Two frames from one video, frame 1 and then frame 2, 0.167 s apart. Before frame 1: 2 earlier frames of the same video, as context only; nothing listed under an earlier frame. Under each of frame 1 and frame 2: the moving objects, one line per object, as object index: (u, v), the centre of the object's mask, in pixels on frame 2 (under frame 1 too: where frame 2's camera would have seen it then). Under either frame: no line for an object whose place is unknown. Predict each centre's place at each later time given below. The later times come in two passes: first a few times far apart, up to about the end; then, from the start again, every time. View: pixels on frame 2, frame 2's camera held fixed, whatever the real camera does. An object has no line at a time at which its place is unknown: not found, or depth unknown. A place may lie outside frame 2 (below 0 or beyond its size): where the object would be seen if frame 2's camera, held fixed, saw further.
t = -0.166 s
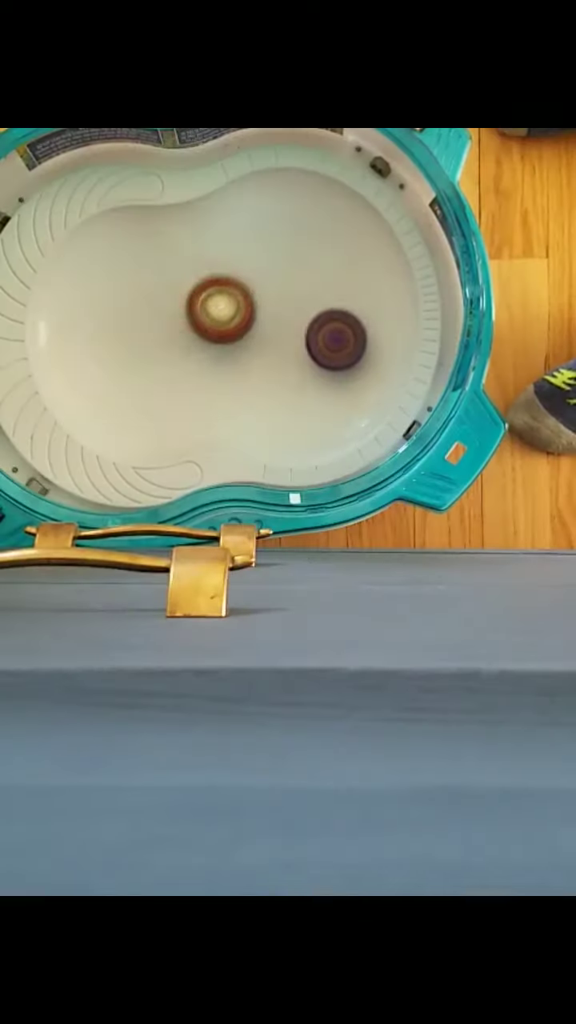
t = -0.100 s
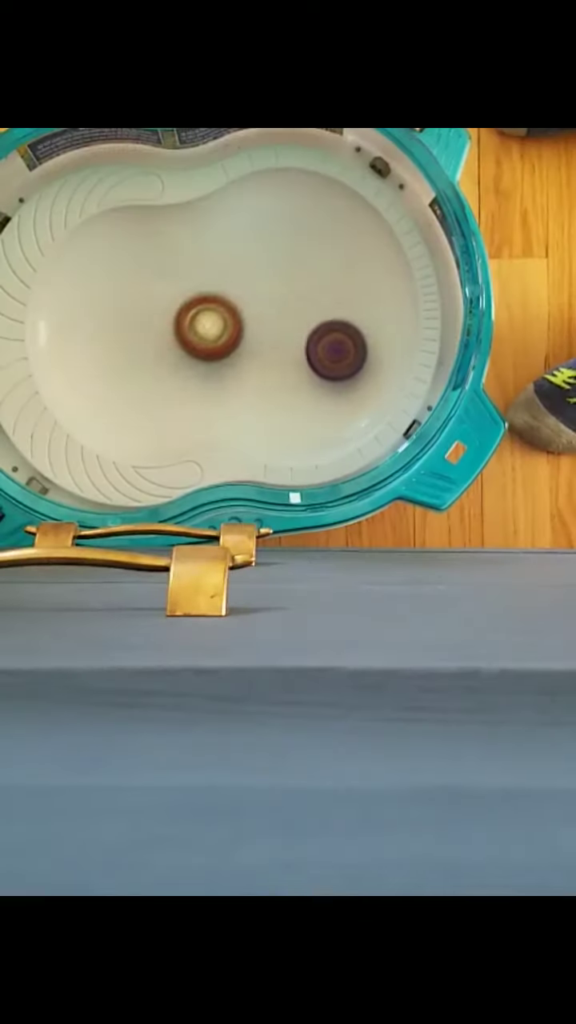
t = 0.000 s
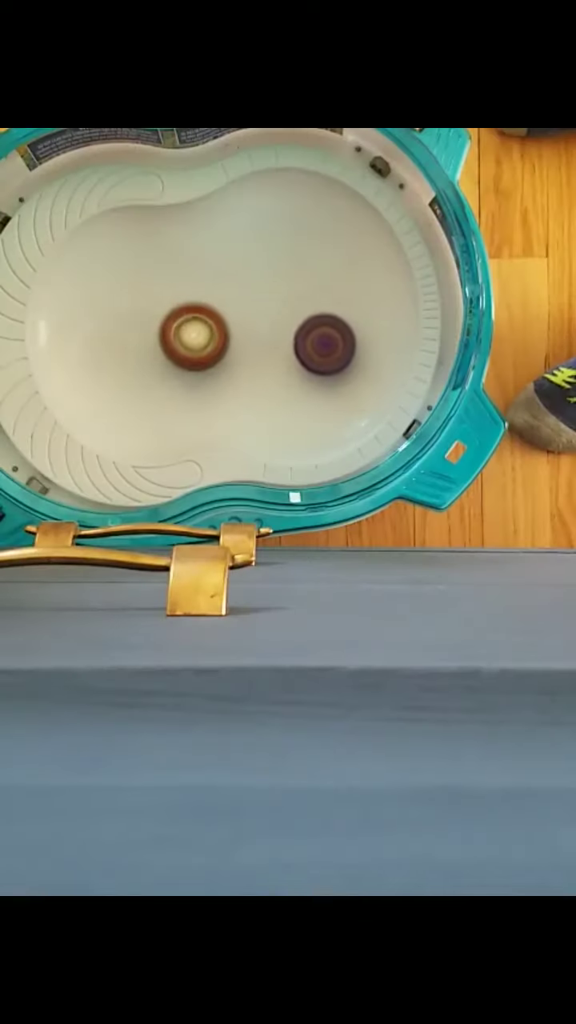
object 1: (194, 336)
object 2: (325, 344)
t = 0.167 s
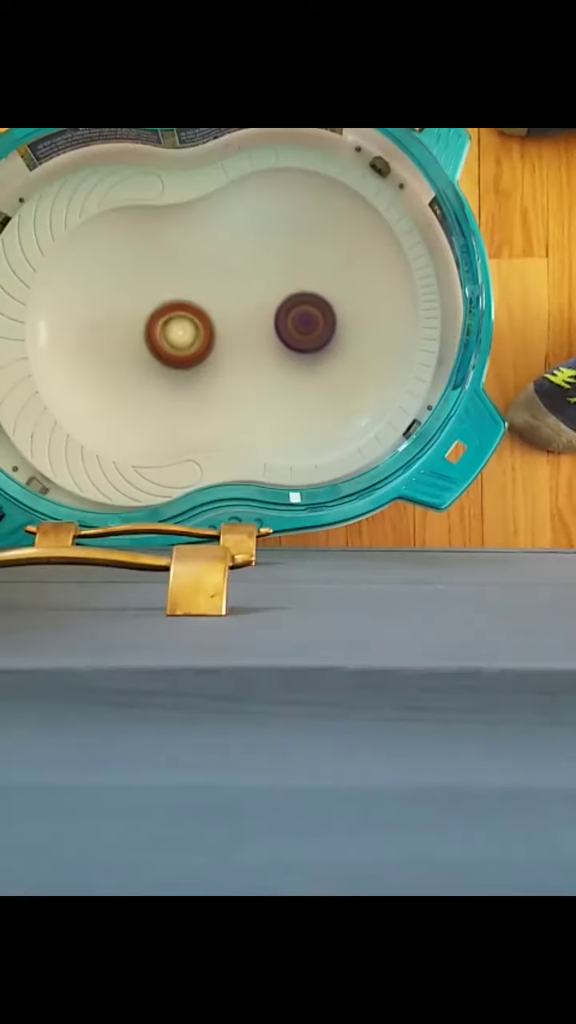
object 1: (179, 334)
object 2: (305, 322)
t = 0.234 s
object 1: (174, 329)
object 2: (298, 317)
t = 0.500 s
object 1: (157, 304)
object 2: (289, 315)
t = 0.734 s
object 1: (147, 294)
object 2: (290, 316)
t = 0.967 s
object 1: (148, 298)
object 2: (290, 316)
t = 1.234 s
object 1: (172, 313)
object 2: (292, 317)
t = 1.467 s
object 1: (205, 333)
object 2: (292, 316)
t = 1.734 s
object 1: (242, 357)
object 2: (292, 316)
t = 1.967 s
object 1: (248, 365)
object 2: (312, 295)
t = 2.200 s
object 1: (222, 375)
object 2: (363, 237)
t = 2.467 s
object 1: (167, 350)
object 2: (261, 303)
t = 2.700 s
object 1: (124, 328)
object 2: (240, 348)
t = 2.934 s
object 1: (117, 323)
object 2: (259, 364)
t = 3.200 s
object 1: (152, 326)
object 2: (281, 363)
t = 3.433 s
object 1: (189, 321)
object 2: (283, 348)
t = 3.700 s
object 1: (170, 284)
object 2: (369, 376)
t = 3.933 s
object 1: (164, 302)
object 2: (320, 307)
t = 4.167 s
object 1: (167, 322)
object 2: (277, 292)
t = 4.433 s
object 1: (168, 343)
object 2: (271, 301)
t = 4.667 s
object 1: (163, 356)
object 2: (274, 306)
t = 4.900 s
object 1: (153, 358)
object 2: (281, 306)
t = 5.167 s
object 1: (146, 346)
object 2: (290, 311)
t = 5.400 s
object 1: (148, 335)
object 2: (293, 314)
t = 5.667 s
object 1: (160, 330)
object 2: (293, 318)
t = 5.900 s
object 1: (172, 335)
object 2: (291, 321)
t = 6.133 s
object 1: (184, 347)
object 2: (289, 321)
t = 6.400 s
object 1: (193, 362)
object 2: (288, 321)
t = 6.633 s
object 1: (200, 368)
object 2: (289, 318)
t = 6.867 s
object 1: (210, 364)
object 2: (288, 315)
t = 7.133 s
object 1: (219, 353)
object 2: (288, 314)
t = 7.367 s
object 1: (230, 346)
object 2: (291, 313)
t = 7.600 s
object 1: (231, 332)
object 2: (303, 310)
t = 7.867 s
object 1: (220, 307)
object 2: (334, 321)
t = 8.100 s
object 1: (213, 307)
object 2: (315, 323)
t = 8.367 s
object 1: (212, 309)
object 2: (299, 334)
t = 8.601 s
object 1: (215, 316)
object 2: (286, 340)
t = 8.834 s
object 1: (191, 306)
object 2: (302, 356)
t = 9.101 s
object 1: (198, 320)
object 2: (294, 334)
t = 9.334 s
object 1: (212, 330)
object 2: (295, 312)
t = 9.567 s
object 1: (224, 329)
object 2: (301, 297)
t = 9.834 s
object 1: (234, 320)
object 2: (317, 296)
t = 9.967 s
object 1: (212, 315)
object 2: (336, 310)
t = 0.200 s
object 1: (177, 331)
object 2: (301, 319)
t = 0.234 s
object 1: (174, 329)
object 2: (298, 317)
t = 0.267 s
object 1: (172, 326)
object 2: (296, 316)
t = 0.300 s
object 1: (169, 323)
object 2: (294, 316)
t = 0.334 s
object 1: (167, 319)
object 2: (292, 315)
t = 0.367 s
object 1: (165, 316)
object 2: (291, 315)
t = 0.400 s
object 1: (163, 312)
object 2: (290, 315)
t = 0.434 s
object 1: (161, 310)
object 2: (290, 315)
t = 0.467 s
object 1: (159, 307)
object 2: (290, 315)
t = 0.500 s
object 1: (157, 304)
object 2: (289, 315)
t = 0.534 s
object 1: (155, 301)
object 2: (289, 315)
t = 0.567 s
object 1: (154, 299)
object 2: (289, 315)
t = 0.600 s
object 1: (152, 297)
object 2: (289, 315)
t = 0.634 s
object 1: (151, 296)
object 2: (289, 315)
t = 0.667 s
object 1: (149, 295)
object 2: (290, 315)
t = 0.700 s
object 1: (148, 294)
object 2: (290, 316)
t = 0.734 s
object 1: (147, 294)
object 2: (290, 316)
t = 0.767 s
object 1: (146, 294)
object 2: (290, 316)
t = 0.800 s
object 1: (145, 294)
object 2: (290, 316)
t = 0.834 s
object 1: (145, 294)
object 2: (290, 316)
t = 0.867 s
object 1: (145, 295)
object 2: (290, 316)
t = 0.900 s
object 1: (146, 296)
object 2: (290, 316)
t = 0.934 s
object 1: (146, 297)
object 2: (290, 316)
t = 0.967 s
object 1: (148, 298)
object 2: (290, 316)
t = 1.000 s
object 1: (149, 299)
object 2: (290, 316)
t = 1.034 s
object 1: (151, 300)
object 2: (290, 316)
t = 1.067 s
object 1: (154, 302)
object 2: (291, 316)
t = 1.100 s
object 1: (157, 304)
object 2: (291, 317)
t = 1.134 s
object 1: (160, 306)
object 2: (291, 317)
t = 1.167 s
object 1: (164, 308)
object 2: (291, 317)
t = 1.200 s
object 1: (168, 310)
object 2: (292, 317)
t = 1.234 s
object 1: (172, 313)
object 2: (292, 317)
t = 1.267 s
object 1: (176, 316)
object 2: (292, 316)
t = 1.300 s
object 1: (181, 319)
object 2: (292, 316)
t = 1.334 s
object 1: (186, 322)
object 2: (292, 316)
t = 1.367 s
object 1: (190, 325)
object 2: (292, 316)
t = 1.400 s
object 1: (195, 327)
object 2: (292, 316)
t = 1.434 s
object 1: (200, 330)
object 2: (292, 316)
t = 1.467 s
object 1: (205, 333)
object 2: (292, 316)
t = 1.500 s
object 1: (210, 336)
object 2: (292, 316)
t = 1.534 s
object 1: (215, 338)
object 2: (292, 316)
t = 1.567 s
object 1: (219, 341)
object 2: (292, 316)
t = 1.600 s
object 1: (224, 344)
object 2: (292, 316)
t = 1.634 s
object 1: (229, 347)
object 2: (292, 316)
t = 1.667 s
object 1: (233, 351)
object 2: (292, 316)
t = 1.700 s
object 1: (238, 354)
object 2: (292, 316)
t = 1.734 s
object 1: (242, 357)
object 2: (292, 316)
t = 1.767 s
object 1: (241, 363)
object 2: (299, 312)
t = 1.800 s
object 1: (238, 368)
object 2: (308, 307)
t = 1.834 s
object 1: (239, 371)
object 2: (314, 303)
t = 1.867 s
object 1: (239, 372)
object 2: (316, 300)
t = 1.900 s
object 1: (242, 371)
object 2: (316, 298)
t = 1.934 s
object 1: (245, 368)
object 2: (315, 297)
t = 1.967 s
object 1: (248, 365)
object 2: (312, 295)
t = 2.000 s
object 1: (254, 360)
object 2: (310, 295)
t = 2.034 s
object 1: (259, 354)
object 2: (309, 294)
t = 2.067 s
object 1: (265, 349)
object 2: (307, 294)
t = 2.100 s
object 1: (257, 354)
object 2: (322, 282)
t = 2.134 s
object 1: (244, 364)
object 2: (346, 261)
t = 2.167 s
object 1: (231, 371)
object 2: (364, 244)
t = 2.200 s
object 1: (222, 375)
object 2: (363, 237)
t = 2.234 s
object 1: (212, 376)
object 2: (361, 233)
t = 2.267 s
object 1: (205, 375)
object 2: (357, 234)
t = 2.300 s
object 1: (198, 373)
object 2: (340, 243)
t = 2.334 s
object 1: (191, 369)
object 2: (322, 254)
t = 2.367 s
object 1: (184, 364)
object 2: (304, 266)
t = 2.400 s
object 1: (178, 359)
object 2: (287, 278)
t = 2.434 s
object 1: (173, 354)
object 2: (272, 291)
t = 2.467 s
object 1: (167, 350)
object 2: (261, 303)
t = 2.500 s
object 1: (161, 346)
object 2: (252, 314)
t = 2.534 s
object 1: (154, 343)
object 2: (245, 323)
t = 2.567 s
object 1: (148, 339)
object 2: (241, 331)
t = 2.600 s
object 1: (141, 336)
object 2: (239, 336)
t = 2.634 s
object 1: (135, 333)
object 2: (239, 341)
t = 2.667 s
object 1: (129, 330)
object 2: (239, 345)
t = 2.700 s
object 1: (124, 328)
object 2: (240, 348)
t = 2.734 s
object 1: (120, 326)
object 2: (242, 351)
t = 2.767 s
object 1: (116, 325)
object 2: (244, 354)
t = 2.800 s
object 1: (114, 323)
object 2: (247, 356)
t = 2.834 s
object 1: (114, 323)
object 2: (250, 359)
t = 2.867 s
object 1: (114, 323)
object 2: (253, 361)
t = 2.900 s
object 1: (115, 323)
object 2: (256, 363)
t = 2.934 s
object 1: (117, 323)
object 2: (259, 364)
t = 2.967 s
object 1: (121, 323)
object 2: (262, 365)
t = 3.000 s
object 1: (124, 324)
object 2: (265, 366)
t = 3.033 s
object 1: (129, 325)
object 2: (268, 367)
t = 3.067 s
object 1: (133, 326)
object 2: (272, 367)
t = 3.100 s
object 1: (138, 327)
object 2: (275, 367)
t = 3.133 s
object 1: (142, 328)
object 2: (277, 366)
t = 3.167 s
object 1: (147, 327)
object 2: (279, 364)
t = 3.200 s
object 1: (152, 326)
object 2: (281, 363)
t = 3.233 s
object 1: (156, 326)
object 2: (282, 360)
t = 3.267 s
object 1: (160, 325)
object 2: (282, 358)
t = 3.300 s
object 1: (165, 324)
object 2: (283, 356)
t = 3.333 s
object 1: (170, 324)
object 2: (284, 354)
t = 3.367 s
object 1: (176, 322)
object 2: (284, 352)
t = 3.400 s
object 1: (182, 321)
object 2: (284, 350)
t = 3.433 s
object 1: (189, 321)
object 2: (283, 348)
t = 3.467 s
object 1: (196, 320)
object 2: (283, 346)
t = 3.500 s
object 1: (205, 319)
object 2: (283, 344)
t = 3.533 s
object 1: (214, 321)
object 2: (282, 342)
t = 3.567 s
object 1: (209, 314)
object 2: (294, 348)
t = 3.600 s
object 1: (196, 302)
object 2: (319, 361)
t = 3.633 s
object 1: (185, 293)
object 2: (342, 370)
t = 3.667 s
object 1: (175, 288)
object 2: (358, 375)
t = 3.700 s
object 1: (170, 284)
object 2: (369, 376)
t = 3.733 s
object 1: (169, 284)
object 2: (374, 372)
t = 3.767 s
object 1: (166, 285)
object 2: (371, 362)
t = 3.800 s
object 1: (165, 289)
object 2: (364, 352)
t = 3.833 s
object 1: (164, 291)
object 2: (355, 338)
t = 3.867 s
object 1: (164, 296)
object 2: (344, 327)
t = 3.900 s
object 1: (164, 298)
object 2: (333, 316)
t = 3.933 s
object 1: (164, 302)
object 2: (320, 307)
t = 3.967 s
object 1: (165, 304)
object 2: (310, 300)
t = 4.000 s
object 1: (166, 307)
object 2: (301, 295)
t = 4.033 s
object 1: (166, 310)
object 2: (292, 292)
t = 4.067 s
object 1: (165, 313)
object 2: (286, 291)
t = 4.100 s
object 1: (166, 316)
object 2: (283, 290)
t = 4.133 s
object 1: (168, 320)
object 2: (280, 293)
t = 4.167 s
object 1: (167, 322)
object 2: (277, 292)
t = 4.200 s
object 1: (168, 325)
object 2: (276, 293)
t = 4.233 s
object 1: (169, 329)
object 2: (275, 296)
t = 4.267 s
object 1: (169, 332)
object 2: (274, 297)
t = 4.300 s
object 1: (168, 333)
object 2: (272, 296)
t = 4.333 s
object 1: (168, 336)
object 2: (271, 298)
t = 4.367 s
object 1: (172, 340)
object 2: (275, 300)
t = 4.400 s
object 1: (168, 341)
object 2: (271, 300)
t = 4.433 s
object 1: (168, 343)
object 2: (271, 301)
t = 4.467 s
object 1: (168, 345)
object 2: (272, 303)
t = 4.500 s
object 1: (167, 347)
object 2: (272, 303)
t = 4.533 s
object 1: (167, 352)
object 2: (272, 306)
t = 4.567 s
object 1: (167, 353)
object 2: (273, 307)
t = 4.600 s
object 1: (165, 353)
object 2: (273, 305)
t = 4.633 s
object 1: (164, 355)
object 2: (273, 306)
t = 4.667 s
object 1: (163, 356)
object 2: (274, 306)
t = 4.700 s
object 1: (161, 358)
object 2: (275, 306)
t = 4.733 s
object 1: (160, 358)
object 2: (276, 306)
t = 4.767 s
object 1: (159, 359)
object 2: (277, 306)
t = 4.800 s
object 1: (157, 358)
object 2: (277, 305)
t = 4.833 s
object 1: (156, 358)
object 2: (279, 305)
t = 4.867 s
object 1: (155, 359)
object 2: (279, 306)
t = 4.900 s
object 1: (153, 358)
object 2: (281, 306)
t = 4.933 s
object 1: (152, 357)
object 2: (281, 306)
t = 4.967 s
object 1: (150, 355)
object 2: (282, 306)
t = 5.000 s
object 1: (150, 354)
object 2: (283, 306)
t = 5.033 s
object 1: (148, 353)
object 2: (285, 307)
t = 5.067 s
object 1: (148, 351)
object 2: (286, 308)
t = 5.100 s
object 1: (147, 350)
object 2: (288, 309)
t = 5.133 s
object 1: (147, 348)
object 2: (289, 310)
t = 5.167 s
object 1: (146, 346)
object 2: (290, 311)
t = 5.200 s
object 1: (146, 345)
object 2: (291, 312)
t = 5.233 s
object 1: (145, 343)
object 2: (291, 312)
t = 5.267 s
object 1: (146, 341)
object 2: (292, 312)
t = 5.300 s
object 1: (146, 340)
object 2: (293, 313)
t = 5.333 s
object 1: (146, 338)
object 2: (293, 314)
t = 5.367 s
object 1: (147, 336)
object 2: (293, 314)
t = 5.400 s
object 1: (148, 335)
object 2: (293, 314)
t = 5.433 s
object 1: (148, 334)
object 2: (293, 315)
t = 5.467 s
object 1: (149, 333)
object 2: (293, 314)
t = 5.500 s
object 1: (151, 332)
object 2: (293, 315)
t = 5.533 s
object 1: (152, 330)
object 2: (294, 315)
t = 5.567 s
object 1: (154, 330)
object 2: (294, 316)
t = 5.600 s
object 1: (156, 331)
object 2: (293, 317)
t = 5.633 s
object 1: (158, 329)
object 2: (293, 317)
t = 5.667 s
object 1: (160, 330)
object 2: (293, 318)
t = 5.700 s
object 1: (161, 330)
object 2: (292, 319)
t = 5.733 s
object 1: (163, 332)
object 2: (292, 320)
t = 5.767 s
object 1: (165, 332)
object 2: (292, 321)
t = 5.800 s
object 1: (167, 333)
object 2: (292, 322)
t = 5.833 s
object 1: (169, 333)
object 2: (292, 321)
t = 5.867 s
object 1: (170, 335)
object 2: (291, 322)
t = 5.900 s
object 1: (172, 335)
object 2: (291, 321)
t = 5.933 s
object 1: (175, 338)
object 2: (292, 322)
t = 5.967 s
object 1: (176, 339)
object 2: (291, 322)
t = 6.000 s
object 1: (177, 341)
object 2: (290, 322)
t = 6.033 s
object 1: (179, 341)
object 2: (290, 321)
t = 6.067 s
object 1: (181, 343)
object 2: (290, 321)
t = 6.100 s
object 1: (183, 345)
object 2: (290, 320)
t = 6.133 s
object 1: (184, 347)
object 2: (289, 321)
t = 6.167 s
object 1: (185, 350)
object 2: (289, 321)
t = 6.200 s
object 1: (186, 352)
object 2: (288, 321)
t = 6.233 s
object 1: (187, 353)
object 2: (288, 321)
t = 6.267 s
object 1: (188, 356)
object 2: (288, 321)
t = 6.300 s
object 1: (189, 357)
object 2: (288, 321)
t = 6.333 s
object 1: (190, 358)
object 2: (288, 320)
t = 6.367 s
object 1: (191, 360)
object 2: (288, 320)
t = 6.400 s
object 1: (193, 362)
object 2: (288, 321)
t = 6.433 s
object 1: (194, 364)
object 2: (289, 321)
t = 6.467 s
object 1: (195, 364)
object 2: (288, 319)
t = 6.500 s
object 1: (196, 365)
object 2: (289, 319)
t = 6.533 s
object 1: (197, 367)
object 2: (289, 320)
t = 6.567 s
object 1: (198, 367)
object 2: (289, 319)
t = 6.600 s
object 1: (199, 367)
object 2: (289, 318)
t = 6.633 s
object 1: (200, 368)
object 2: (289, 318)
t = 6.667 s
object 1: (202, 368)
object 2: (289, 317)
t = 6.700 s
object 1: (203, 368)
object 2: (289, 318)
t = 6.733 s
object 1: (205, 368)
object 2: (289, 317)
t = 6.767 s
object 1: (206, 368)
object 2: (288, 317)
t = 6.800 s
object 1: (208, 367)
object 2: (289, 317)
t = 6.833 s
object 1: (209, 366)
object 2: (288, 316)
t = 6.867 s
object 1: (210, 364)
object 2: (288, 315)
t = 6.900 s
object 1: (211, 363)
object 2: (288, 315)
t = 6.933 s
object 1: (213, 361)
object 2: (288, 315)
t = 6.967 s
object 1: (213, 360)
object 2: (287, 315)
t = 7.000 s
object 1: (214, 358)
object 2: (287, 315)
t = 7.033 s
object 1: (216, 357)
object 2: (288, 314)
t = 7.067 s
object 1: (218, 356)
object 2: (288, 314)
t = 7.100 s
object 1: (218, 354)
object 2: (288, 314)
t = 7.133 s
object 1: (219, 353)
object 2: (288, 314)
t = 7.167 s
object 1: (220, 352)
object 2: (288, 314)
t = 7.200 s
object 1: (221, 350)
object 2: (289, 313)
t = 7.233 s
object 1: (223, 350)
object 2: (289, 313)
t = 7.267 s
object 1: (224, 349)
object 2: (289, 313)
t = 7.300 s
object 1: (226, 348)
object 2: (290, 313)
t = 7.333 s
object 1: (228, 346)
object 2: (291, 313)
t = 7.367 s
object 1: (230, 346)
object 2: (291, 313)
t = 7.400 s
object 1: (232, 345)
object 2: (292, 312)
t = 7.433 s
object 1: (233, 345)
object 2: (292, 313)
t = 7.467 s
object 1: (233, 345)
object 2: (297, 311)
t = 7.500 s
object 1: (231, 344)
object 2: (300, 311)
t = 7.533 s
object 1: (231, 341)
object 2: (301, 311)
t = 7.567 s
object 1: (230, 337)
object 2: (302, 311)
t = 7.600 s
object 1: (231, 332)
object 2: (303, 310)
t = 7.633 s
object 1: (232, 327)
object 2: (302, 310)
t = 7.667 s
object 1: (235, 322)
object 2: (302, 309)
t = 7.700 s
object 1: (232, 316)
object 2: (309, 312)
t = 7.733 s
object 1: (227, 311)
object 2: (321, 314)
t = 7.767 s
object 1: (224, 308)
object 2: (330, 317)
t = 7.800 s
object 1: (222, 307)
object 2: (334, 319)
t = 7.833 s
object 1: (222, 307)
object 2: (335, 321)
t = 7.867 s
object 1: (220, 307)
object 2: (334, 321)
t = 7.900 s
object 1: (219, 308)
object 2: (332, 322)
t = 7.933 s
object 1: (218, 307)
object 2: (329, 322)
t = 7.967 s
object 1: (217, 307)
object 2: (326, 322)
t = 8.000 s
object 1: (215, 308)
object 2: (323, 322)
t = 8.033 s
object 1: (214, 307)
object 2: (321, 322)
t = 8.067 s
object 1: (214, 307)
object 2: (318, 323)
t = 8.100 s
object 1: (213, 307)
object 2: (315, 323)
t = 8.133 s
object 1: (212, 307)
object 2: (313, 323)
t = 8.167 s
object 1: (212, 307)
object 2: (311, 324)
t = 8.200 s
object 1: (212, 307)
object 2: (308, 326)
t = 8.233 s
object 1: (212, 307)
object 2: (307, 327)
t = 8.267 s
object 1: (211, 307)
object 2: (305, 328)
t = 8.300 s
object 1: (211, 308)
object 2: (303, 330)
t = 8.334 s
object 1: (212, 308)
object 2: (301, 332)
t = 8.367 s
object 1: (212, 309)
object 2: (299, 334)
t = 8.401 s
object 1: (213, 310)
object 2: (297, 335)
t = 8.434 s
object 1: (213, 311)
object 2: (295, 337)
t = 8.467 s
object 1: (213, 312)
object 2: (293, 338)
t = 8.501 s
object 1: (214, 312)
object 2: (291, 338)
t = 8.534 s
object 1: (214, 314)
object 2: (290, 339)
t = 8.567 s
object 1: (215, 315)
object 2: (288, 339)
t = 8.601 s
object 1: (215, 316)
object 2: (286, 340)
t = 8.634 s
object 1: (216, 317)
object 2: (285, 340)
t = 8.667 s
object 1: (217, 319)
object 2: (282, 340)
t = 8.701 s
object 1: (212, 316)
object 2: (284, 342)
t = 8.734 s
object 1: (205, 312)
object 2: (292, 349)
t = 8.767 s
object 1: (199, 309)
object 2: (297, 353)
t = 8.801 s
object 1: (194, 307)
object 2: (301, 356)
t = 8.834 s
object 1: (191, 306)
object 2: (302, 356)
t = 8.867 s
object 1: (190, 307)
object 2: (301, 355)
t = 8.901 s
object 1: (190, 307)
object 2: (300, 351)
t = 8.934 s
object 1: (190, 310)
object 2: (298, 348)
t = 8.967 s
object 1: (192, 312)
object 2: (297, 345)
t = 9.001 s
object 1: (194, 315)
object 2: (296, 342)
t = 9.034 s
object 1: (195, 317)
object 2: (295, 339)
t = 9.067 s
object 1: (197, 319)
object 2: (295, 337)
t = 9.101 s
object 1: (198, 320)
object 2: (294, 334)
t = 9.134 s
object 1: (200, 321)
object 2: (294, 330)
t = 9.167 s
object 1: (202, 323)
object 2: (294, 328)
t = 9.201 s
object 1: (204, 325)
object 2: (294, 325)
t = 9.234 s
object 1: (206, 326)
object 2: (294, 322)
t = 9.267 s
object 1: (208, 327)
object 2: (294, 318)
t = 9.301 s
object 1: (210, 329)
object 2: (294, 315)
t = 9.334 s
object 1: (212, 330)
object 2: (295, 312)
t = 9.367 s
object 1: (214, 330)
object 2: (296, 310)
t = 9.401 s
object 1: (215, 332)
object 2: (297, 307)
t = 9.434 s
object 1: (217, 333)
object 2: (298, 304)
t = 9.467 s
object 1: (218, 333)
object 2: (299, 302)
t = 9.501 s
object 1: (221, 332)
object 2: (300, 300)
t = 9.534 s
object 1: (223, 331)
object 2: (300, 298)
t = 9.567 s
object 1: (224, 329)
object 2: (301, 297)
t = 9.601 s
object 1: (226, 326)
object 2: (302, 295)
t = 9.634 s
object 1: (229, 325)
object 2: (303, 294)
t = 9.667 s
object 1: (231, 324)
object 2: (304, 294)
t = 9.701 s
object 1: (234, 323)
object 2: (305, 293)
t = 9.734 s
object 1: (238, 321)
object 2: (305, 293)
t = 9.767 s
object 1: (241, 320)
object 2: (305, 293)
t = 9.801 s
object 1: (243, 320)
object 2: (306, 294)
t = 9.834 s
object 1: (234, 320)
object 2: (317, 296)
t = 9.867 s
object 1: (226, 319)
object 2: (328, 299)
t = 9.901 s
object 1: (219, 319)
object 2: (334, 303)
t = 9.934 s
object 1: (215, 317)
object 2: (336, 307)
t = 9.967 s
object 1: (212, 315)
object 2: (336, 310)
